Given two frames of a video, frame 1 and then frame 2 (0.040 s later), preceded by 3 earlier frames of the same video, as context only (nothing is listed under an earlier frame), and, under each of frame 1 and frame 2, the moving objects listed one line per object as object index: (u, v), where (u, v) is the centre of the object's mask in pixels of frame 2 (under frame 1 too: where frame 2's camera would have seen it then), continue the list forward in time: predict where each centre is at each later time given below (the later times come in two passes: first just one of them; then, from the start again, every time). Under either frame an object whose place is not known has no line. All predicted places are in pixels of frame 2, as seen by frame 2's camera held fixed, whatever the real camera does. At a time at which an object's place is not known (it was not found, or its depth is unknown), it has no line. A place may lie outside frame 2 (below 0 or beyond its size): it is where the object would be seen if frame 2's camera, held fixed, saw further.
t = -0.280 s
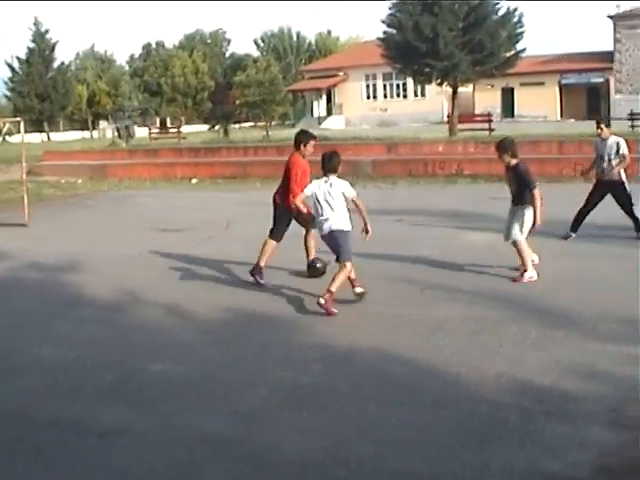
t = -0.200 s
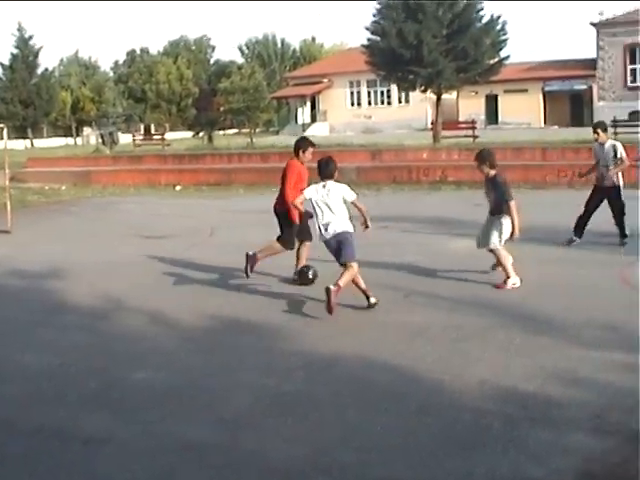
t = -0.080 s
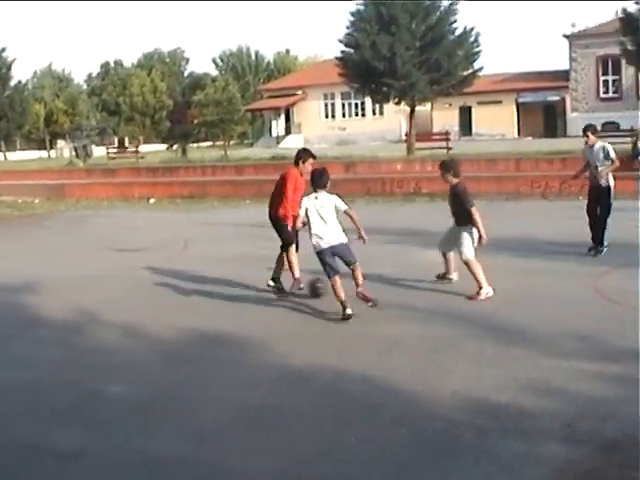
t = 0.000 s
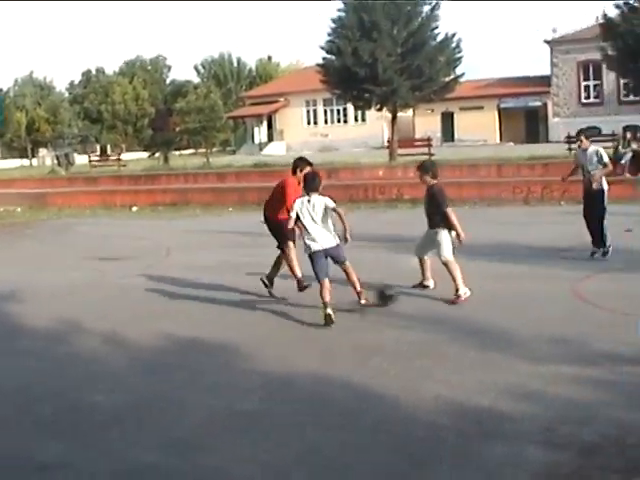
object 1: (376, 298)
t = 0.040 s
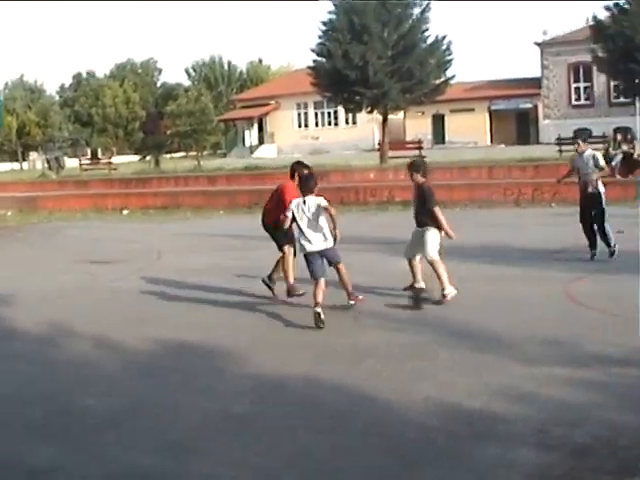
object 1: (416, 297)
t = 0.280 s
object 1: (664, 297)
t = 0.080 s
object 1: (462, 296)
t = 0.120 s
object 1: (503, 297)
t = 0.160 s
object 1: (544, 298)
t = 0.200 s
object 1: (585, 297)
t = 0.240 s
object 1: (625, 297)
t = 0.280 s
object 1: (664, 297)
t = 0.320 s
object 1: (702, 298)
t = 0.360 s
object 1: (738, 296)
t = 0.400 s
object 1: (769, 296)
